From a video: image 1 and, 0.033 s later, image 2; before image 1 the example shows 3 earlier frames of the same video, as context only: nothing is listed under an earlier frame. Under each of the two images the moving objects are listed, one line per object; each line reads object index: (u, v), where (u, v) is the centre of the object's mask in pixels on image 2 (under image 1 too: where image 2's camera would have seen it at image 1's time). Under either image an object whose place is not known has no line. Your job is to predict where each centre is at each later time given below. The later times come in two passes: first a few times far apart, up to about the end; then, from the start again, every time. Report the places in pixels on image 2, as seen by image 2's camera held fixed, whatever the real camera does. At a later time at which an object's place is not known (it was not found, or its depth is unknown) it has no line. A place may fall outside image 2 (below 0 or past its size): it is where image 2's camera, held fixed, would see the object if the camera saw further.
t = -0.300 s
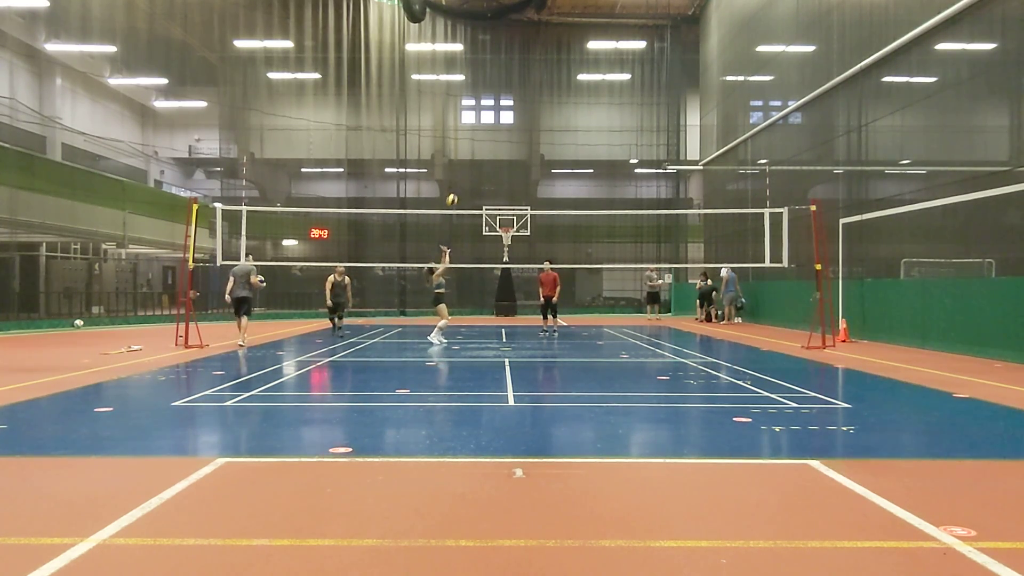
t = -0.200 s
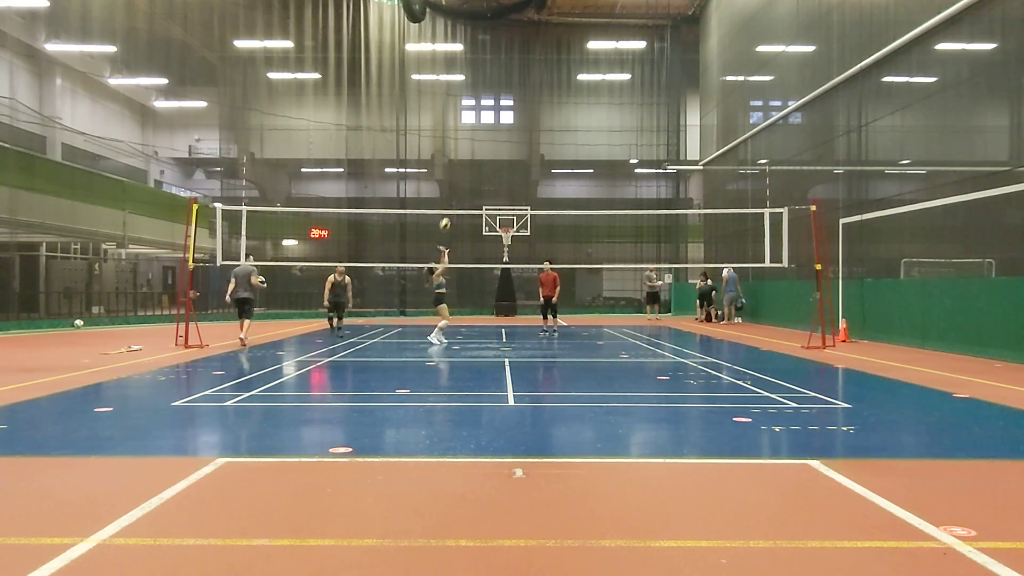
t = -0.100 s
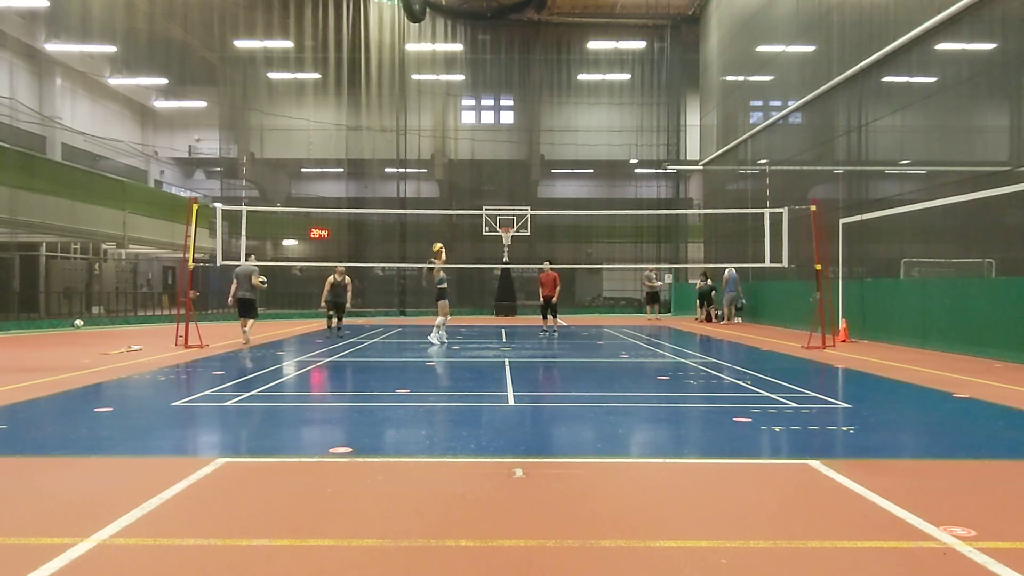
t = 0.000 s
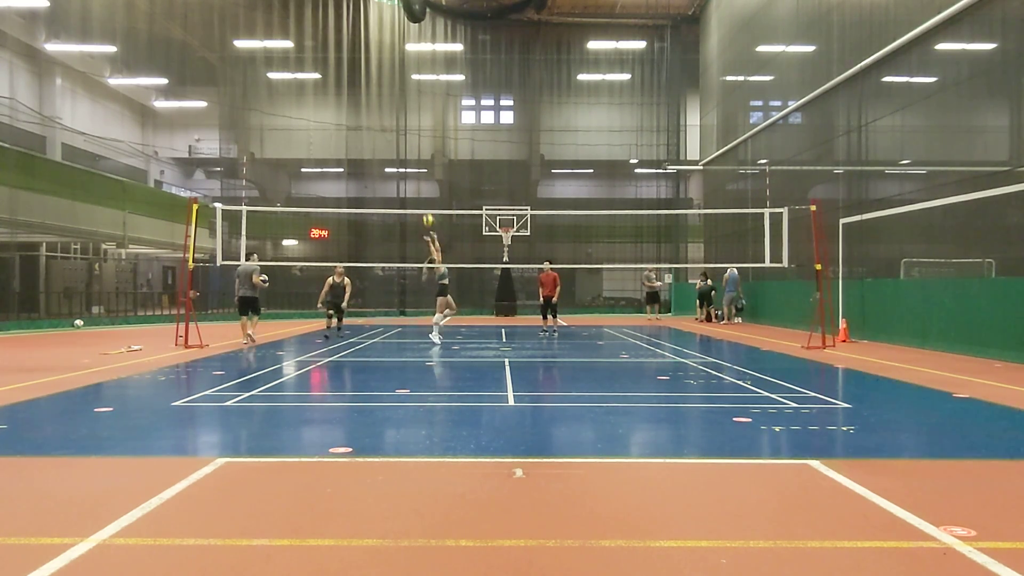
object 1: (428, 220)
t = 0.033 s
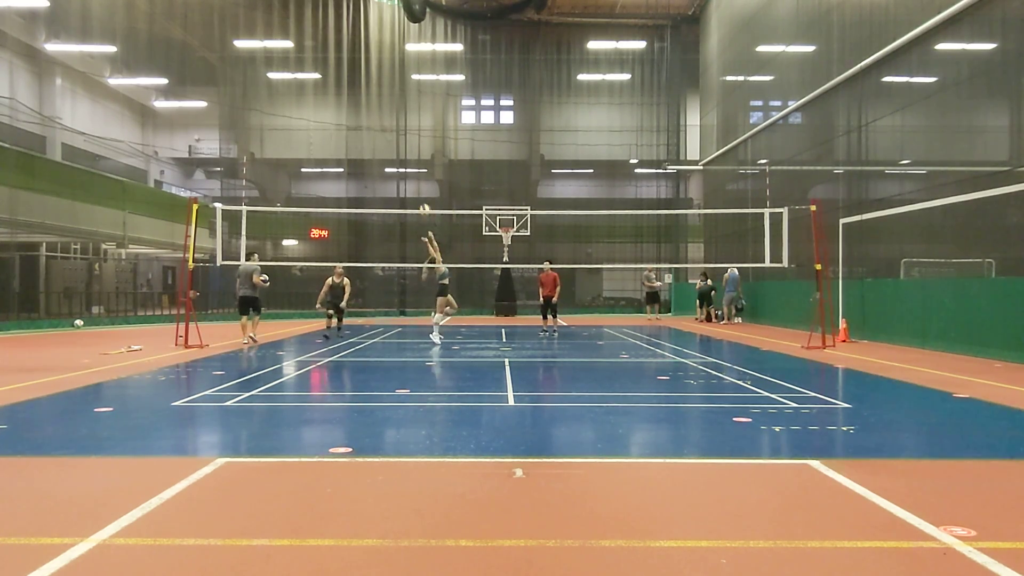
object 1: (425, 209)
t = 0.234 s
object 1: (406, 164)
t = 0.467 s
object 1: (384, 140)
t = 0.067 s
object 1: (421, 201)
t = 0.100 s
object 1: (419, 193)
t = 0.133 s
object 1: (415, 184)
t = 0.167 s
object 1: (412, 177)
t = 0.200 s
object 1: (409, 170)
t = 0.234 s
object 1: (406, 164)
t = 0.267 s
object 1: (403, 159)
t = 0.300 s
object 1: (400, 154)
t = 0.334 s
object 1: (397, 150)
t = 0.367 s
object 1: (393, 147)
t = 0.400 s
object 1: (390, 144)
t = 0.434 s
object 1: (387, 141)
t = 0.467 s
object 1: (384, 140)
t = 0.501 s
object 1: (381, 138)
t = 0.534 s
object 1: (378, 137)
